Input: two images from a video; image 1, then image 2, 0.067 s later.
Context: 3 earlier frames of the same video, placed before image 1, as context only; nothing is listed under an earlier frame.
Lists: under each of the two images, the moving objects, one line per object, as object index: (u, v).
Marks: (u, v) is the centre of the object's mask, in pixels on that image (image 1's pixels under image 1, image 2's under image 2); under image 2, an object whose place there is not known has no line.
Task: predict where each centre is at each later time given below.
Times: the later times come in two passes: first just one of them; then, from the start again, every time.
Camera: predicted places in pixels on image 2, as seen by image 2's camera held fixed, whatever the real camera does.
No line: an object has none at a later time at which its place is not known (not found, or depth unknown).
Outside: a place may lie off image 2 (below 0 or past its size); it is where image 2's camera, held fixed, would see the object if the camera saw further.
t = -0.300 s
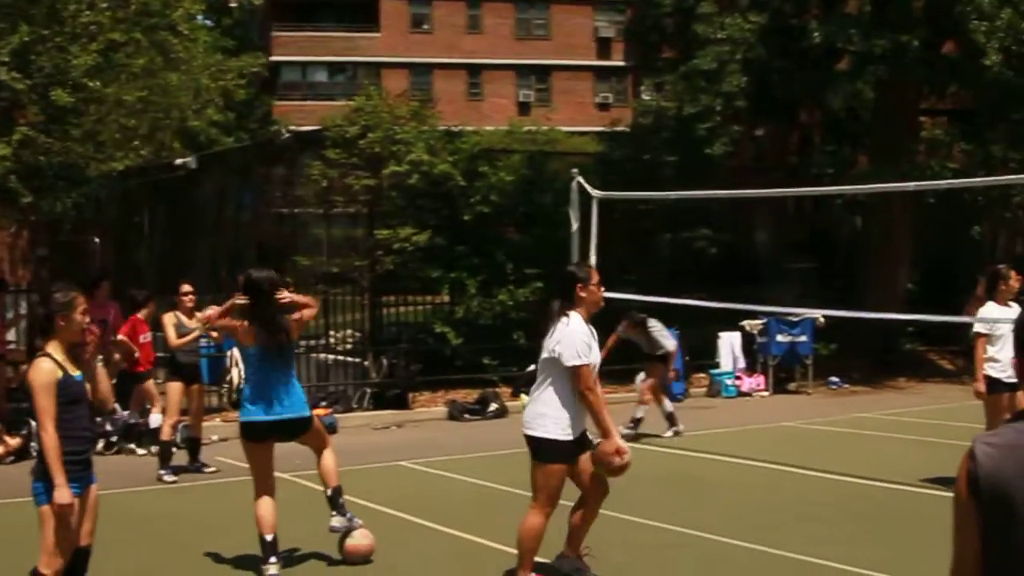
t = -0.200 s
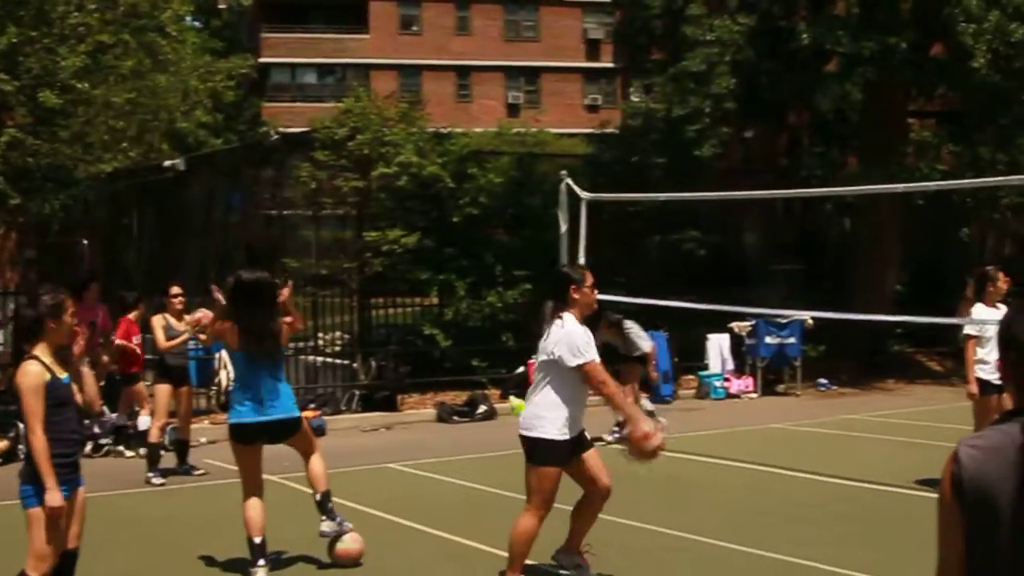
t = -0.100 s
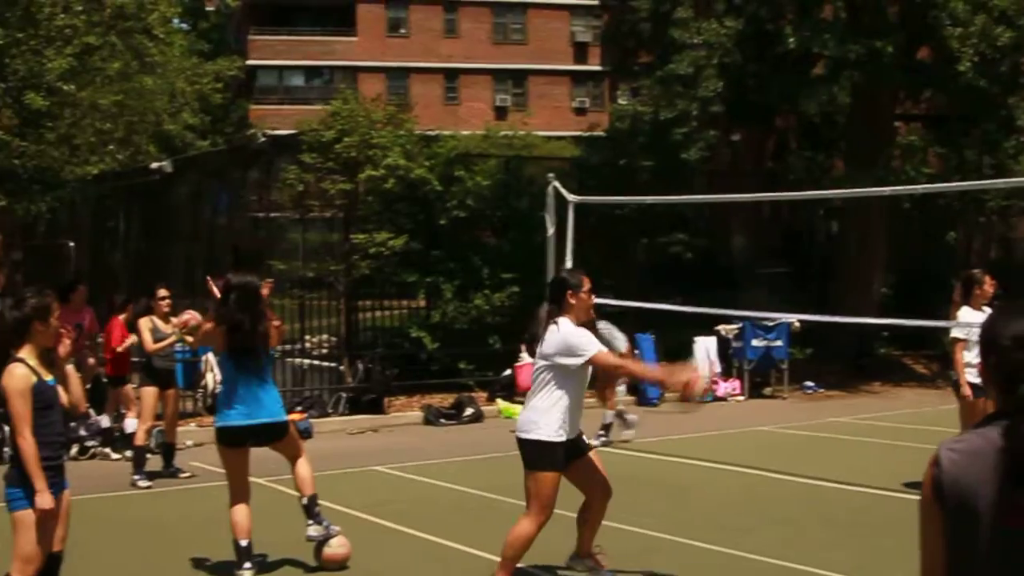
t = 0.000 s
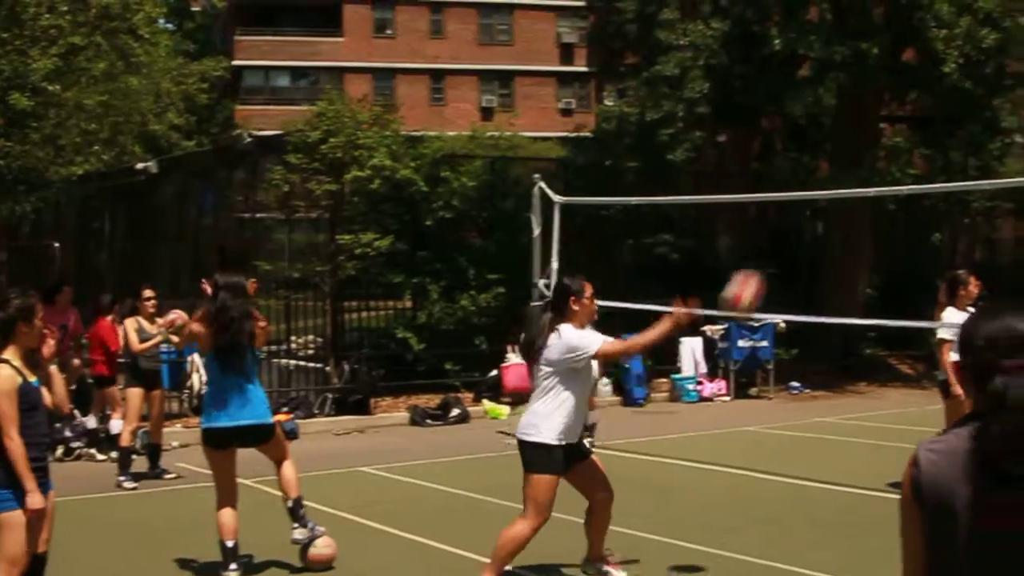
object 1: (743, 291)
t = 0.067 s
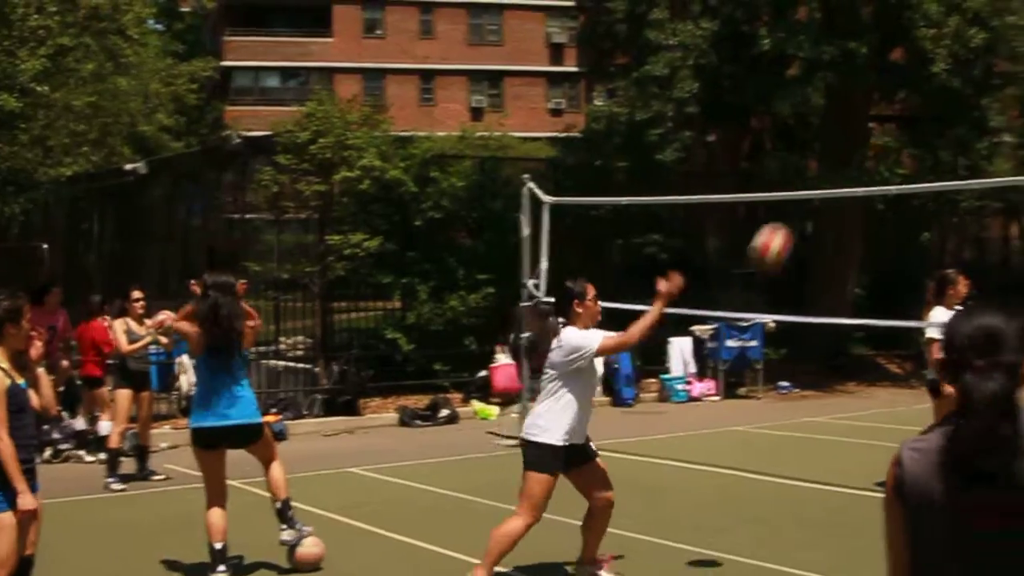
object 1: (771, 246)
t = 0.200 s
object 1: (848, 174)
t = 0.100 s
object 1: (791, 226)
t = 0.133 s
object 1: (809, 208)
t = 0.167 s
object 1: (828, 191)
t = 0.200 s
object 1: (848, 174)
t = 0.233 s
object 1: (866, 163)
